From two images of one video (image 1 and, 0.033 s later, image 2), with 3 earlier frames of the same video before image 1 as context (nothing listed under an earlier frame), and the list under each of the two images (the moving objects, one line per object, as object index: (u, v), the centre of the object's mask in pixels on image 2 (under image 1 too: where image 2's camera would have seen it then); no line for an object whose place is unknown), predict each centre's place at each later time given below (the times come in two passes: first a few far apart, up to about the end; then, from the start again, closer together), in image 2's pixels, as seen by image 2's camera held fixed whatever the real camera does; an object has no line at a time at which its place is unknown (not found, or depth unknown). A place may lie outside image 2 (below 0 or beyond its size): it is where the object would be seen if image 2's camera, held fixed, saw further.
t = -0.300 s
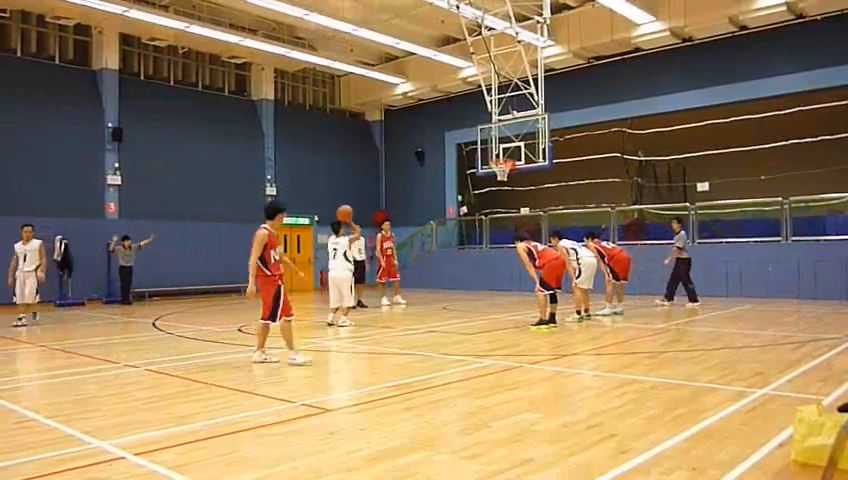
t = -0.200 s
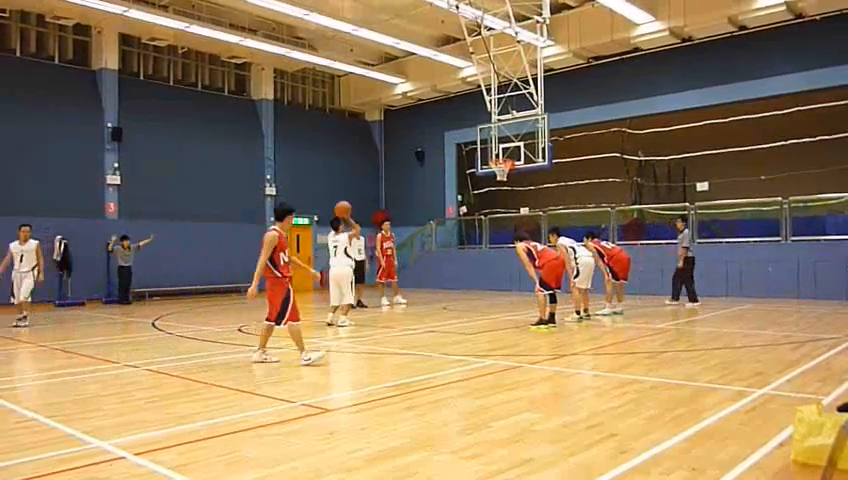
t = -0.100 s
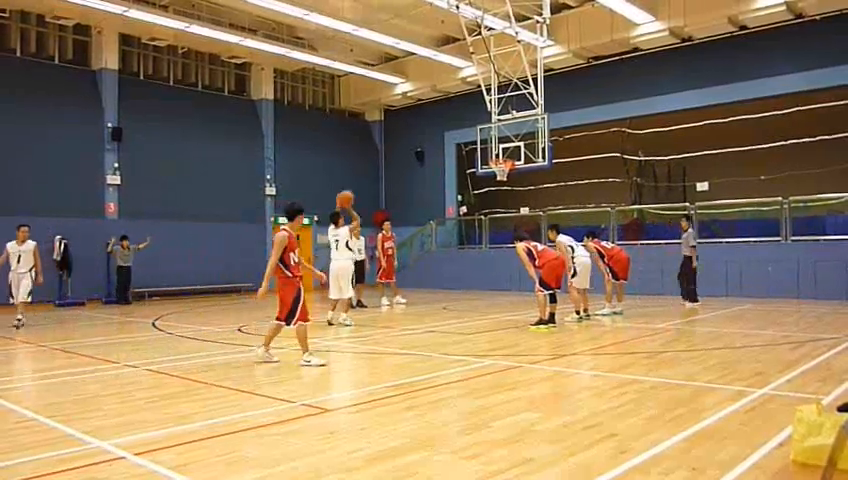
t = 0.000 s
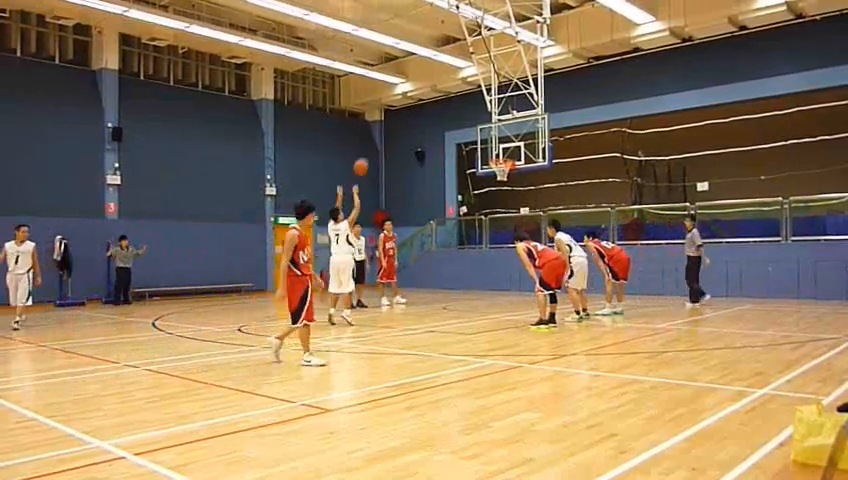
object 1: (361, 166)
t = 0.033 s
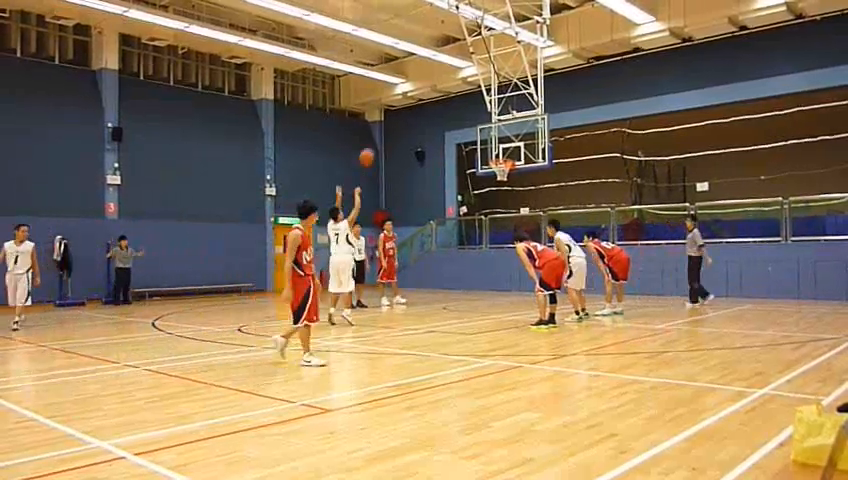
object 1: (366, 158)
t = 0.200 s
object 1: (394, 118)
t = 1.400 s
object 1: (476, 142)
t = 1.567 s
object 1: (465, 148)
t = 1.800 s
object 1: (450, 179)
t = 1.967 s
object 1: (440, 211)
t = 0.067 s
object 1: (372, 148)
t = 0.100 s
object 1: (378, 139)
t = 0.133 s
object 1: (383, 131)
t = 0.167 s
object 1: (389, 124)
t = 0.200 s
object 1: (394, 118)
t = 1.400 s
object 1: (476, 142)
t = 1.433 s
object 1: (474, 141)
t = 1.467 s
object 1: (471, 142)
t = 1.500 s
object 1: (470, 144)
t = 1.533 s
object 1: (468, 146)
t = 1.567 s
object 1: (465, 148)
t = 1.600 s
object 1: (463, 150)
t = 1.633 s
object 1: (460, 154)
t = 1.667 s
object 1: (459, 158)
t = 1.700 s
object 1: (457, 162)
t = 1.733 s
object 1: (454, 167)
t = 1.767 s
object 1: (452, 172)
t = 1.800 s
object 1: (450, 179)
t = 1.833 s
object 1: (448, 184)
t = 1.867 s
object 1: (445, 190)
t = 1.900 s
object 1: (443, 198)
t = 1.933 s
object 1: (441, 204)
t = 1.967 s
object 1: (440, 211)
